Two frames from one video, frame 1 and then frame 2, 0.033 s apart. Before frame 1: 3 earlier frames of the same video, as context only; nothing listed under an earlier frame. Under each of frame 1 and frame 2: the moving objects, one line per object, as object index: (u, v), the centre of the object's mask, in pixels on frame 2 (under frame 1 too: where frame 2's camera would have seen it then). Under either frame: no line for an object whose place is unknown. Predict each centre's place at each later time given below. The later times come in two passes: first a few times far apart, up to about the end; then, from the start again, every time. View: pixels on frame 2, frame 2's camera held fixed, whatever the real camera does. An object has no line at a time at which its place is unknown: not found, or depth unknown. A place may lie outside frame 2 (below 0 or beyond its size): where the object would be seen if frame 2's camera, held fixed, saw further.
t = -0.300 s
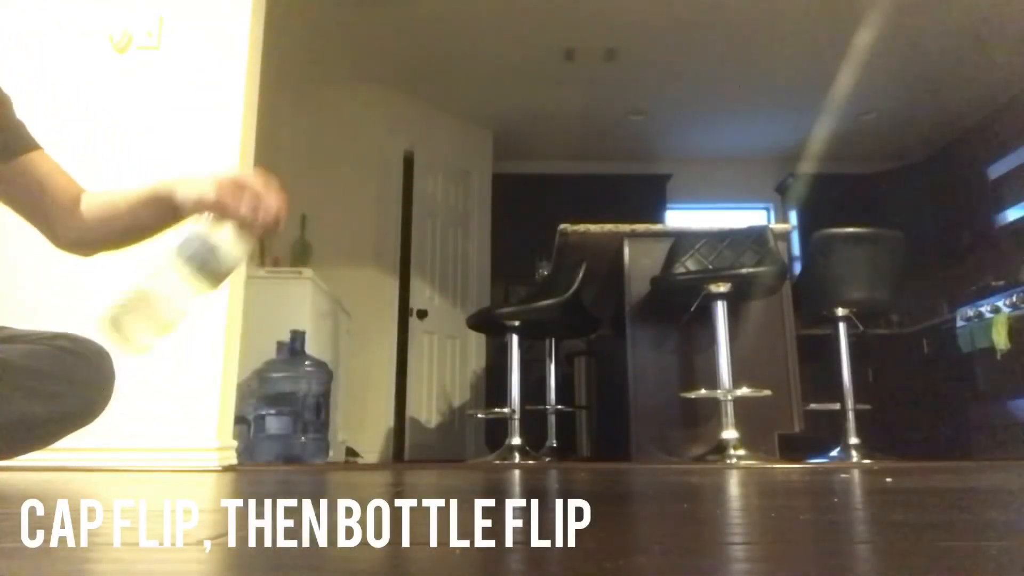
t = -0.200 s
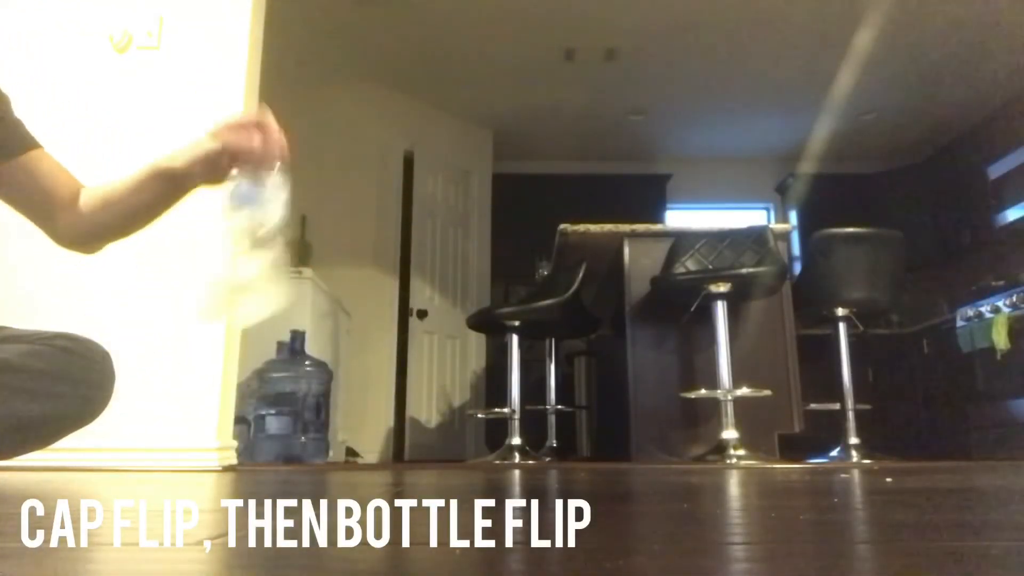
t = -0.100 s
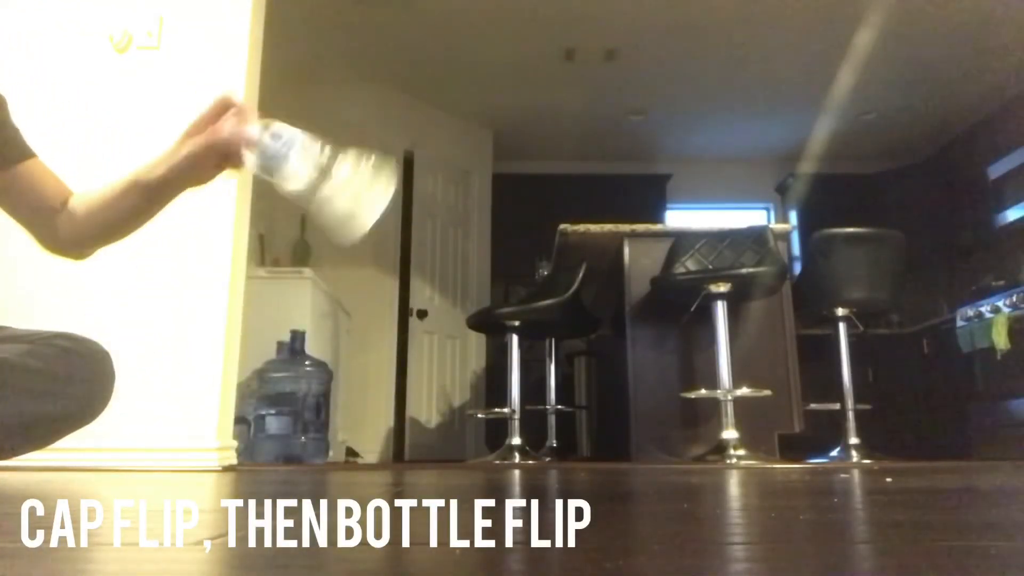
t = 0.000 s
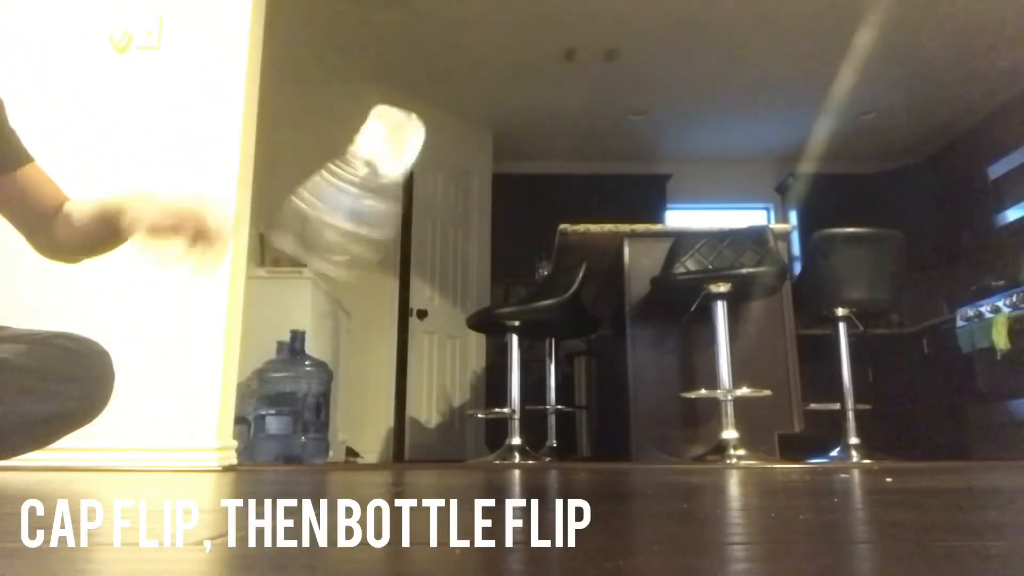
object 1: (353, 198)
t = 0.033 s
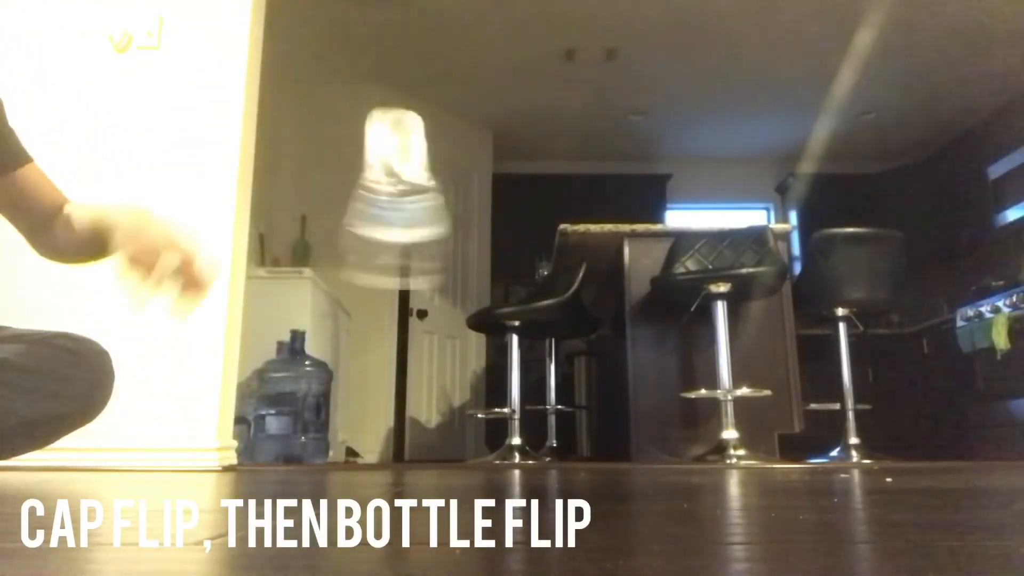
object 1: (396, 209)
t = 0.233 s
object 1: (462, 331)
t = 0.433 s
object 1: (465, 395)
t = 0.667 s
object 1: (501, 397)
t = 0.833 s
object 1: (505, 398)
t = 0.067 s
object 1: (435, 207)
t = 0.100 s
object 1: (455, 201)
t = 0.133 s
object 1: (458, 212)
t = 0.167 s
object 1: (460, 239)
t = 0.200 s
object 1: (461, 277)
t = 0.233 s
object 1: (462, 331)
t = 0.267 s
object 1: (464, 387)
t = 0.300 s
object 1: (460, 392)
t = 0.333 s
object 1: (459, 397)
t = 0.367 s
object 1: (461, 397)
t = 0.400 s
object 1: (463, 396)
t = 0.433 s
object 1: (465, 395)
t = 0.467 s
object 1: (470, 393)
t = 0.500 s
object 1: (480, 392)
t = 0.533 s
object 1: (492, 393)
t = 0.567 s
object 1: (500, 397)
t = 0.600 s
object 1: (500, 395)
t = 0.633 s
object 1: (498, 398)
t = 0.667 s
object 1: (501, 397)
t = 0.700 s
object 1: (503, 398)
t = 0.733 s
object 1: (505, 398)
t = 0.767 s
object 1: (506, 398)
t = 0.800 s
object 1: (506, 398)
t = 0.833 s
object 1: (505, 398)
